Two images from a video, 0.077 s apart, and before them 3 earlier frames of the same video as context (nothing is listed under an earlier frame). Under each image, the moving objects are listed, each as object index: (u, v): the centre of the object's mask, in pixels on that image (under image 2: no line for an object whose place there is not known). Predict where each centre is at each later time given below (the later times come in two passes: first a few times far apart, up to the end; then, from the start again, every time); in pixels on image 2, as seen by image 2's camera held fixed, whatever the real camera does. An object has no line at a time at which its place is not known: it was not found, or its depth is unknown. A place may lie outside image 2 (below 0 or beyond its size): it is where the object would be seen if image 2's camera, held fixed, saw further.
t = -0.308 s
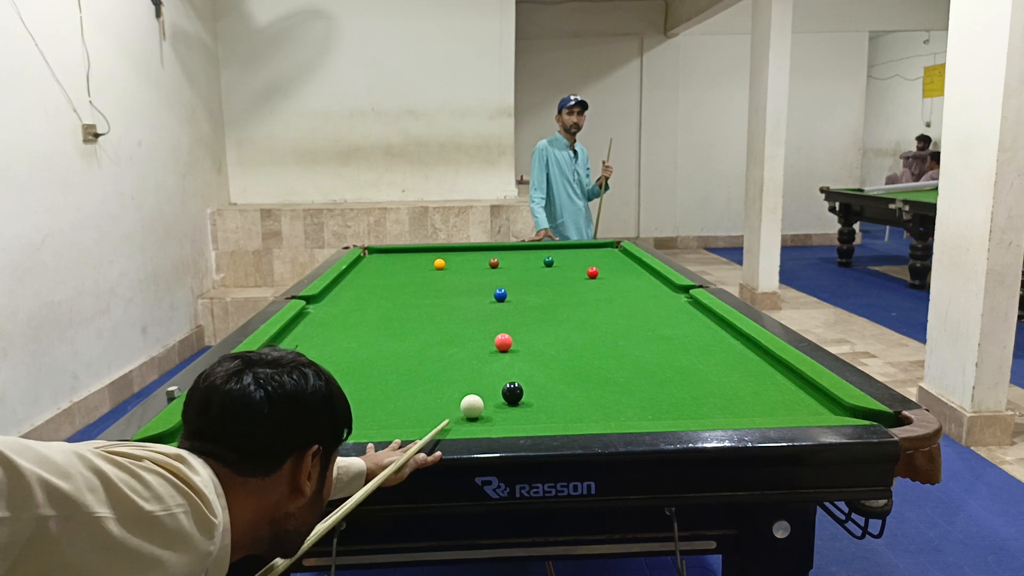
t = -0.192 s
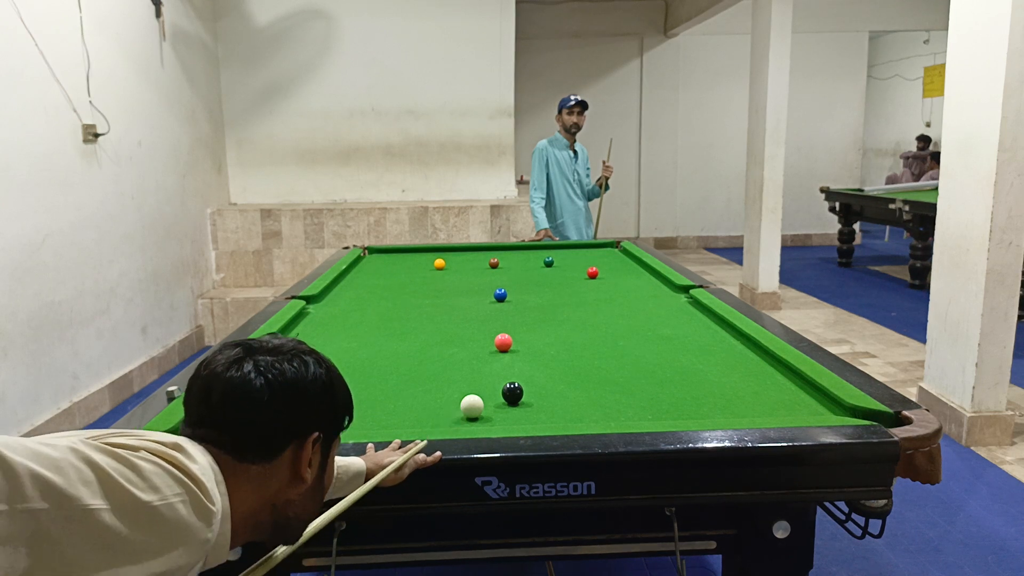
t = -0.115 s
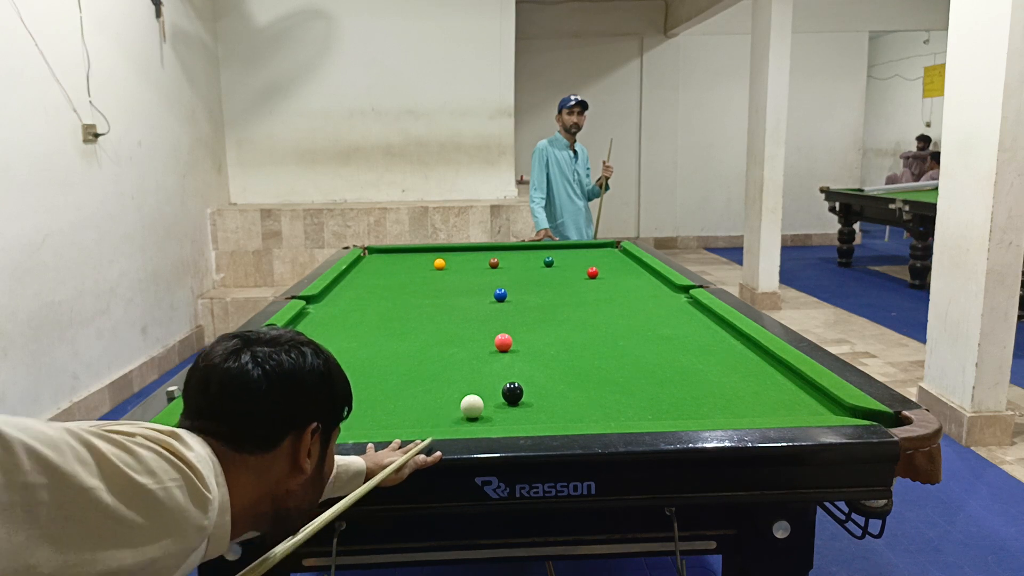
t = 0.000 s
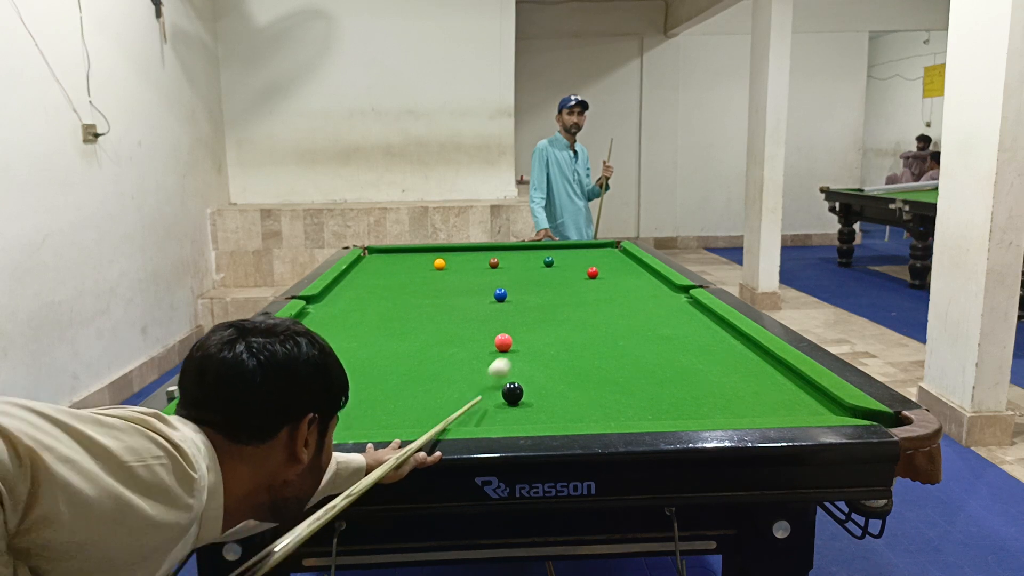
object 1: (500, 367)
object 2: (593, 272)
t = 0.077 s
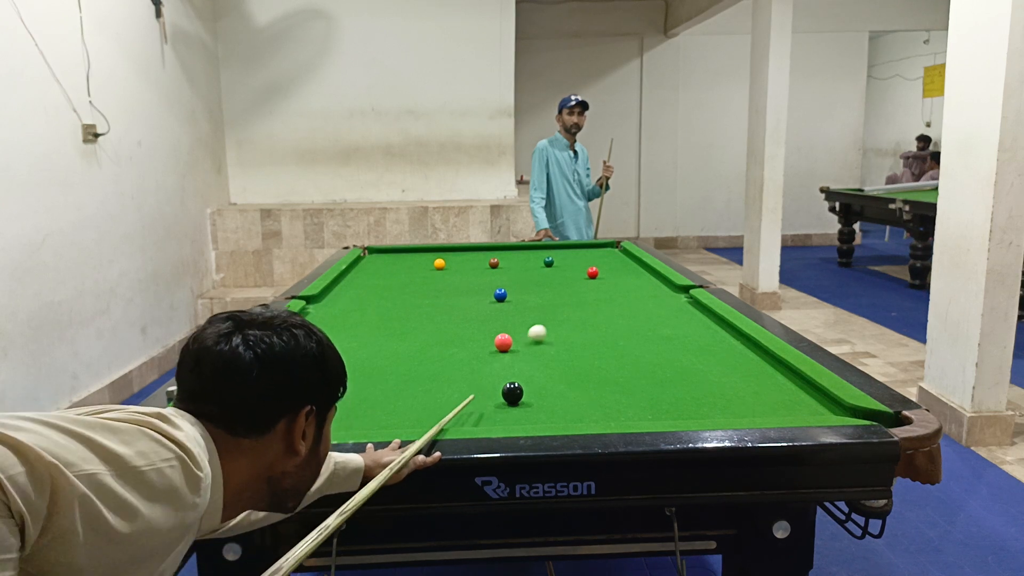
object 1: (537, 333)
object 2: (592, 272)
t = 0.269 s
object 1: (588, 277)
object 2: (594, 271)
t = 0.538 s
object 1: (621, 270)
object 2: (604, 245)
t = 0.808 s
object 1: (642, 266)
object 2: (620, 261)
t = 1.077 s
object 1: (652, 281)
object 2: (570, 263)
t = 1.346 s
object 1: (655, 295)
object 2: (525, 267)
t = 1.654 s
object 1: (658, 314)
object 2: (474, 271)
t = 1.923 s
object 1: (662, 334)
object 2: (430, 275)
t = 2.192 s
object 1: (667, 358)
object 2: (385, 279)
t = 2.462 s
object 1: (673, 387)
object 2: (341, 282)
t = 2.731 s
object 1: (680, 416)
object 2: (363, 281)
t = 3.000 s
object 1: (650, 395)
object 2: (389, 280)
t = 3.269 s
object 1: (626, 373)
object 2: (412, 279)
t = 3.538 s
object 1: (606, 356)
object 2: (432, 279)
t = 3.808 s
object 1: (590, 343)
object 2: (449, 278)
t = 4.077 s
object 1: (576, 332)
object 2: (464, 278)
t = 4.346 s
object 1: (565, 323)
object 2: (477, 277)
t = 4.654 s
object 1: (554, 314)
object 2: (489, 277)
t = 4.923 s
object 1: (546, 308)
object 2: (497, 276)
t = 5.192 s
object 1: (540, 303)
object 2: (502, 276)
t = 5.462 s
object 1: (534, 299)
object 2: (505, 276)
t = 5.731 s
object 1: (530, 295)
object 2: (506, 276)
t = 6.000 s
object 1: (526, 292)
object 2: (506, 276)
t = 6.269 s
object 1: (522, 290)
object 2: (506, 276)
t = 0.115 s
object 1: (551, 316)
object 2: (592, 272)
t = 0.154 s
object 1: (562, 304)
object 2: (592, 272)
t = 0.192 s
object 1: (572, 294)
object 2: (593, 272)
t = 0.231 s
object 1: (581, 285)
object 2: (592, 272)
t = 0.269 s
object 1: (588, 277)
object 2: (594, 271)
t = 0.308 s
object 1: (594, 272)
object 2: (593, 265)
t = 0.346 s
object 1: (599, 272)
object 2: (595, 263)
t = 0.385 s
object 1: (603, 273)
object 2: (597, 258)
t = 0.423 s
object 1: (608, 272)
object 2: (598, 253)
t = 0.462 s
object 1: (613, 272)
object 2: (599, 250)
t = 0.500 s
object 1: (617, 271)
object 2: (600, 246)
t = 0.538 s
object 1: (621, 270)
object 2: (604, 245)
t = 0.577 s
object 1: (625, 269)
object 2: (611, 247)
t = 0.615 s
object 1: (630, 268)
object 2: (618, 250)
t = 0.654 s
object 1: (634, 266)
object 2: (626, 253)
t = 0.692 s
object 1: (638, 265)
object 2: (629, 256)
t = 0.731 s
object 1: (640, 263)
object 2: (629, 259)
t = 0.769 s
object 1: (637, 263)
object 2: (628, 261)
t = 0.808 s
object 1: (642, 266)
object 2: (620, 261)
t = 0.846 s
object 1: (647, 268)
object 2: (611, 261)
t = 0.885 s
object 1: (648, 271)
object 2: (603, 261)
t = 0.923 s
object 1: (649, 273)
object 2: (596, 261)
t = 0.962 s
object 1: (650, 275)
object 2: (589, 262)
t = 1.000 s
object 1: (651, 278)
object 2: (582, 262)
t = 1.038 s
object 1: (651, 280)
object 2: (576, 263)
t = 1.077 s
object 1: (652, 281)
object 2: (570, 263)
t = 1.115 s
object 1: (652, 283)
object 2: (563, 264)
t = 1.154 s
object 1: (653, 285)
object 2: (557, 264)
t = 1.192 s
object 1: (653, 287)
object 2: (551, 265)
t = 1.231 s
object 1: (653, 289)
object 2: (544, 265)
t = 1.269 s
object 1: (654, 291)
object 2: (538, 266)
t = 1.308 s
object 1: (654, 293)
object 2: (531, 267)
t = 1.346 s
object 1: (655, 295)
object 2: (525, 267)
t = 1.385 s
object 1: (655, 298)
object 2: (519, 268)
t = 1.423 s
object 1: (655, 300)
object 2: (512, 268)
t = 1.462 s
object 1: (656, 302)
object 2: (506, 269)
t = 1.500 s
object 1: (656, 305)
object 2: (499, 269)
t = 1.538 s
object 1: (657, 307)
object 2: (493, 270)
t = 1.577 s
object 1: (657, 309)
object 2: (487, 270)
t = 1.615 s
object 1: (658, 312)
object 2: (480, 271)
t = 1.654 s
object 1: (658, 314)
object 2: (474, 271)
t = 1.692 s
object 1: (659, 317)
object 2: (468, 272)
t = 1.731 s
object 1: (659, 320)
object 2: (461, 272)
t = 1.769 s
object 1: (660, 322)
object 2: (455, 273)
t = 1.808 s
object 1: (661, 325)
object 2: (448, 273)
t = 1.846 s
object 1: (661, 328)
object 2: (442, 274)
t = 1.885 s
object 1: (662, 331)
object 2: (436, 274)
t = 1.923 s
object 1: (662, 334)
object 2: (430, 275)
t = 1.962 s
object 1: (663, 337)
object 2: (423, 275)
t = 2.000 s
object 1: (663, 341)
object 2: (417, 276)
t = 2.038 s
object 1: (664, 344)
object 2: (410, 276)
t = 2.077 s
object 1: (665, 347)
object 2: (404, 277)
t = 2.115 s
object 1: (665, 351)
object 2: (398, 278)
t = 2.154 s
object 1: (666, 354)
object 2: (391, 278)
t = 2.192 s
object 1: (667, 358)
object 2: (385, 279)
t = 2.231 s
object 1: (668, 362)
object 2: (379, 279)
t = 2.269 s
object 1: (668, 366)
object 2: (372, 280)
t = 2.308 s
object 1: (669, 370)
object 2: (366, 280)
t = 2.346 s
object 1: (670, 374)
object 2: (360, 281)
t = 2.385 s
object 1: (671, 378)
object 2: (353, 281)
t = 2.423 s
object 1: (672, 383)
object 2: (347, 282)
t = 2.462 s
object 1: (673, 387)
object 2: (341, 282)
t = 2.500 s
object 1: (674, 392)
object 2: (337, 282)
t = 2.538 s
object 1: (675, 396)
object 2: (342, 282)
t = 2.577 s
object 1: (676, 401)
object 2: (347, 282)
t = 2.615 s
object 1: (677, 406)
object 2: (351, 282)
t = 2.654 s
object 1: (678, 410)
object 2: (355, 282)
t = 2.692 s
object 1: (679, 413)
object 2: (359, 282)
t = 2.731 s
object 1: (680, 416)
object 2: (363, 281)
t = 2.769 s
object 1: (675, 414)
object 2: (367, 281)
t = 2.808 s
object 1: (671, 411)
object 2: (371, 281)
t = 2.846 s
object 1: (667, 409)
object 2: (374, 281)
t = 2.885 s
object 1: (662, 406)
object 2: (378, 281)
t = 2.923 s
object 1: (658, 402)
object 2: (382, 281)
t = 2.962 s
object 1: (654, 398)
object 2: (385, 281)
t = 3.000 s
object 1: (650, 395)
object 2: (389, 280)
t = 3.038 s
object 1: (646, 391)
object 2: (392, 280)
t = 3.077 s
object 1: (642, 388)
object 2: (396, 280)
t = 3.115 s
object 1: (639, 385)
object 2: (399, 280)
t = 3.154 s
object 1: (635, 382)
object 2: (402, 280)
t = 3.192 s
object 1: (632, 379)
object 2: (406, 280)
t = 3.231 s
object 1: (629, 376)
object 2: (409, 280)
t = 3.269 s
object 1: (626, 373)
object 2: (412, 279)
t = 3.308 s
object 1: (622, 370)
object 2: (415, 280)
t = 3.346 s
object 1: (620, 368)
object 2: (418, 279)
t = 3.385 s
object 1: (617, 366)
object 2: (421, 279)
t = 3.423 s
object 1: (614, 363)
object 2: (424, 279)
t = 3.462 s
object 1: (611, 361)
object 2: (426, 279)
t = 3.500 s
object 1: (608, 359)
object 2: (429, 279)
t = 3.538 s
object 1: (606, 356)
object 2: (432, 279)
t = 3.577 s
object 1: (603, 354)
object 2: (434, 279)
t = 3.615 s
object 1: (601, 352)
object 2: (437, 279)
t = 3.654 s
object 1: (599, 350)
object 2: (440, 279)
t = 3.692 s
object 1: (596, 349)
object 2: (442, 278)
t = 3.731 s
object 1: (594, 346)
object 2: (444, 278)
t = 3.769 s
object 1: (592, 345)
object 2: (447, 278)
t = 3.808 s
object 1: (590, 343)
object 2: (449, 278)
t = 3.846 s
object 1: (588, 341)
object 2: (452, 278)
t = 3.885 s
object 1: (586, 340)
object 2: (454, 278)
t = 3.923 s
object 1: (584, 338)
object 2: (456, 278)
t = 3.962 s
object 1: (582, 336)
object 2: (458, 278)
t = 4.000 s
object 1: (580, 335)
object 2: (460, 278)
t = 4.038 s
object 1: (578, 333)
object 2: (462, 278)
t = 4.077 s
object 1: (576, 332)
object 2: (464, 278)
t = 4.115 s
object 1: (574, 331)
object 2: (466, 277)
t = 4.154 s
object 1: (573, 329)
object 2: (468, 277)
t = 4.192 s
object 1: (571, 328)
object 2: (470, 277)
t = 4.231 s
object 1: (570, 327)
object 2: (472, 277)
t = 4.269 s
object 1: (568, 325)
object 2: (474, 277)
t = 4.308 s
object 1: (566, 324)
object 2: (475, 277)
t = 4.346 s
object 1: (565, 323)
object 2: (477, 277)
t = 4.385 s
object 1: (563, 322)
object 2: (479, 277)
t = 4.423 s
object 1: (562, 321)
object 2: (480, 277)
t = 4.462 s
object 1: (561, 320)
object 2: (482, 277)
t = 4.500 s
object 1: (559, 318)
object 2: (483, 277)
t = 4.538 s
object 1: (558, 317)
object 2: (485, 277)
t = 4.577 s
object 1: (557, 316)
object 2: (486, 277)
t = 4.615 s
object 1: (555, 315)
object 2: (488, 277)
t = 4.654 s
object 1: (554, 314)
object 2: (489, 277)
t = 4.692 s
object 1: (553, 313)
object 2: (490, 277)
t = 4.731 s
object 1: (552, 313)
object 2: (491, 277)
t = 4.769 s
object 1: (551, 312)
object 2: (493, 276)
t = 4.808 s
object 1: (550, 311)
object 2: (494, 276)
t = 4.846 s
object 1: (549, 310)
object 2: (495, 276)
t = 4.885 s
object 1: (547, 309)
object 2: (496, 276)
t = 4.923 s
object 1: (546, 308)
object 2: (497, 276)
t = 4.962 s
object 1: (545, 307)
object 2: (498, 276)
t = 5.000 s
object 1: (544, 307)
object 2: (499, 276)
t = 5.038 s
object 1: (543, 306)
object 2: (499, 276)
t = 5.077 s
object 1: (542, 305)
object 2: (500, 276)
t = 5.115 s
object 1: (541, 304)
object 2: (501, 276)
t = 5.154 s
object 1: (541, 304)
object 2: (502, 276)
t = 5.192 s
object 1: (540, 303)
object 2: (502, 276)
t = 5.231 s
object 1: (539, 302)
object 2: (503, 276)
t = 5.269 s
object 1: (538, 302)
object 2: (503, 276)
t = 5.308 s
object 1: (537, 301)
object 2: (504, 276)
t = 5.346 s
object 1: (536, 300)
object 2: (505, 276)
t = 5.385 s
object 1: (536, 300)
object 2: (505, 276)
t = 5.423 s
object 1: (535, 299)
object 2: (505, 276)
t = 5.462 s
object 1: (534, 299)
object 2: (505, 276)
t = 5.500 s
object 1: (534, 298)
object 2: (506, 276)
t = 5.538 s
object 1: (533, 298)
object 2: (506, 276)
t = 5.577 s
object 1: (532, 297)
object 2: (506, 276)
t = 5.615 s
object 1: (532, 297)
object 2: (506, 276)
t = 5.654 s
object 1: (531, 296)
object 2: (506, 276)
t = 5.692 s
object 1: (530, 296)
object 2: (506, 276)
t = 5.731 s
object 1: (530, 295)
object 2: (506, 276)
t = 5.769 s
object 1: (529, 295)
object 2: (506, 276)
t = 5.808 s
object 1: (528, 294)
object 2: (506, 276)
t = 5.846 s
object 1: (528, 294)
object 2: (506, 276)
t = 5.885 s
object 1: (527, 293)
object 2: (506, 276)
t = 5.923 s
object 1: (527, 293)
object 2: (506, 276)
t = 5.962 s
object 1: (526, 293)
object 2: (506, 276)
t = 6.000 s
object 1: (526, 292)
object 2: (506, 276)
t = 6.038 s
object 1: (525, 292)
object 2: (506, 276)
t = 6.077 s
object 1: (525, 292)
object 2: (506, 276)
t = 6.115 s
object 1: (524, 291)
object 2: (506, 276)
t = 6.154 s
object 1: (524, 291)
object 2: (506, 276)
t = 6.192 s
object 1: (523, 291)
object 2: (506, 276)
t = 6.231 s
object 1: (523, 290)
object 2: (506, 276)
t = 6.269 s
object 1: (522, 290)
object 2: (506, 276)
